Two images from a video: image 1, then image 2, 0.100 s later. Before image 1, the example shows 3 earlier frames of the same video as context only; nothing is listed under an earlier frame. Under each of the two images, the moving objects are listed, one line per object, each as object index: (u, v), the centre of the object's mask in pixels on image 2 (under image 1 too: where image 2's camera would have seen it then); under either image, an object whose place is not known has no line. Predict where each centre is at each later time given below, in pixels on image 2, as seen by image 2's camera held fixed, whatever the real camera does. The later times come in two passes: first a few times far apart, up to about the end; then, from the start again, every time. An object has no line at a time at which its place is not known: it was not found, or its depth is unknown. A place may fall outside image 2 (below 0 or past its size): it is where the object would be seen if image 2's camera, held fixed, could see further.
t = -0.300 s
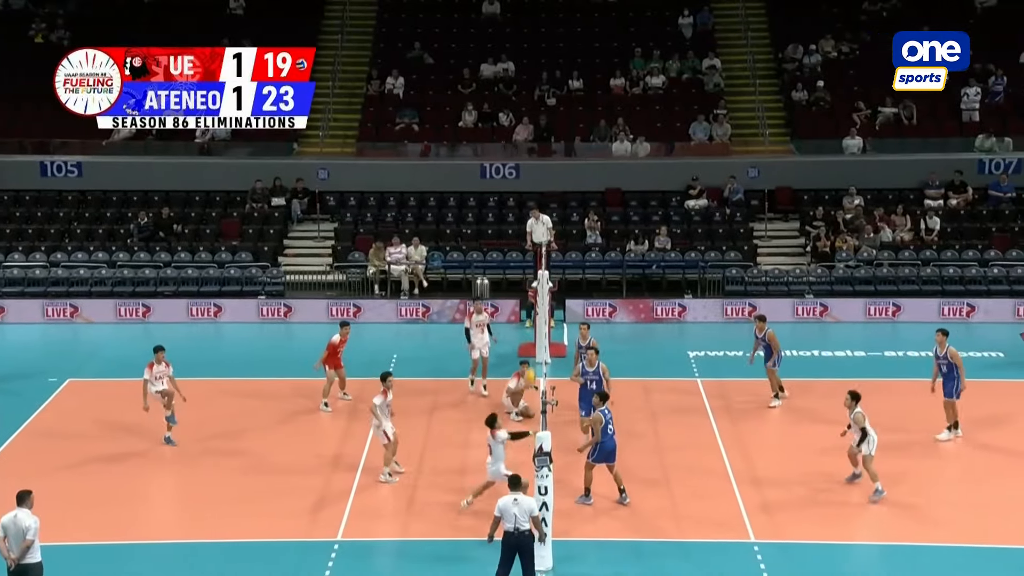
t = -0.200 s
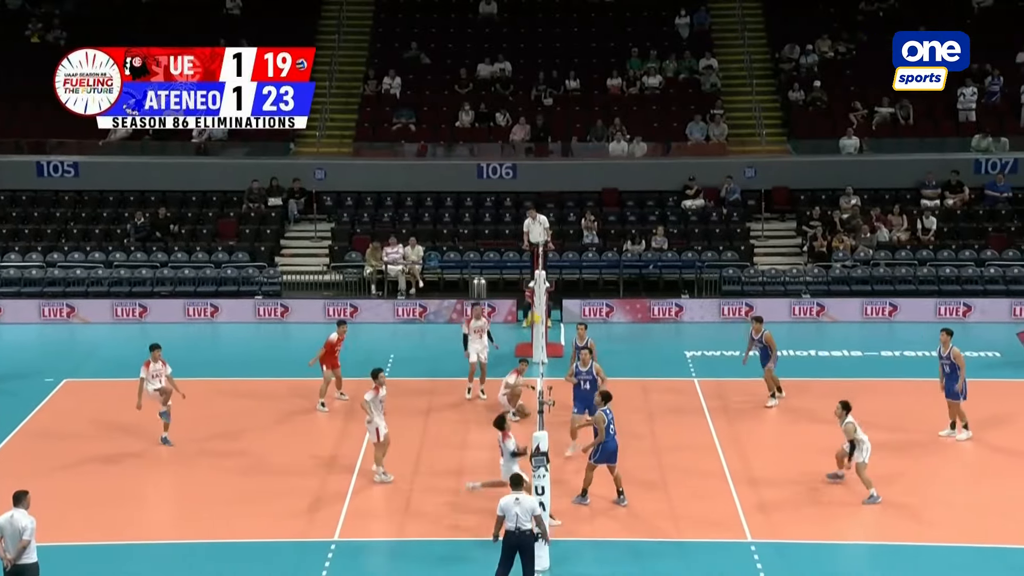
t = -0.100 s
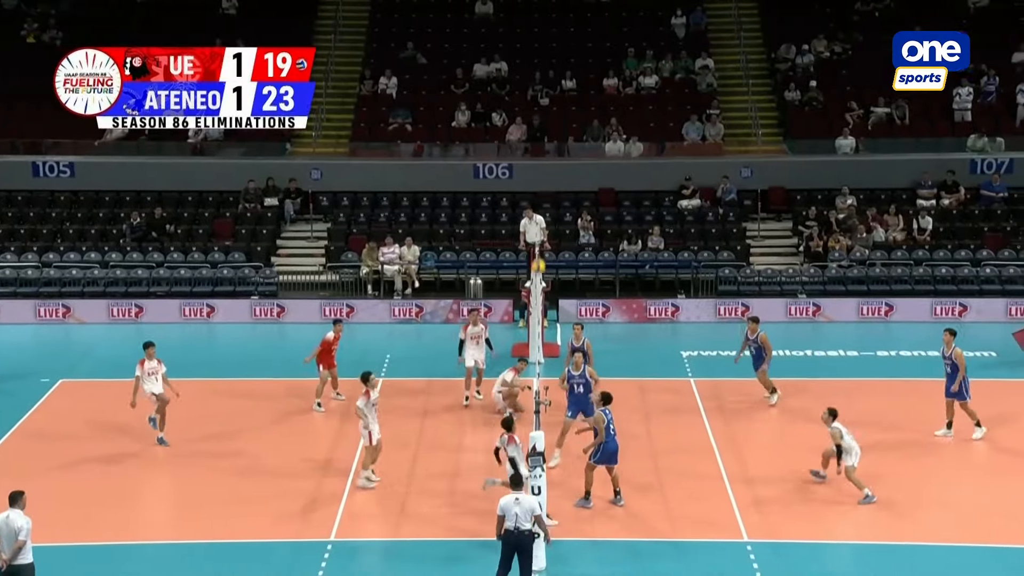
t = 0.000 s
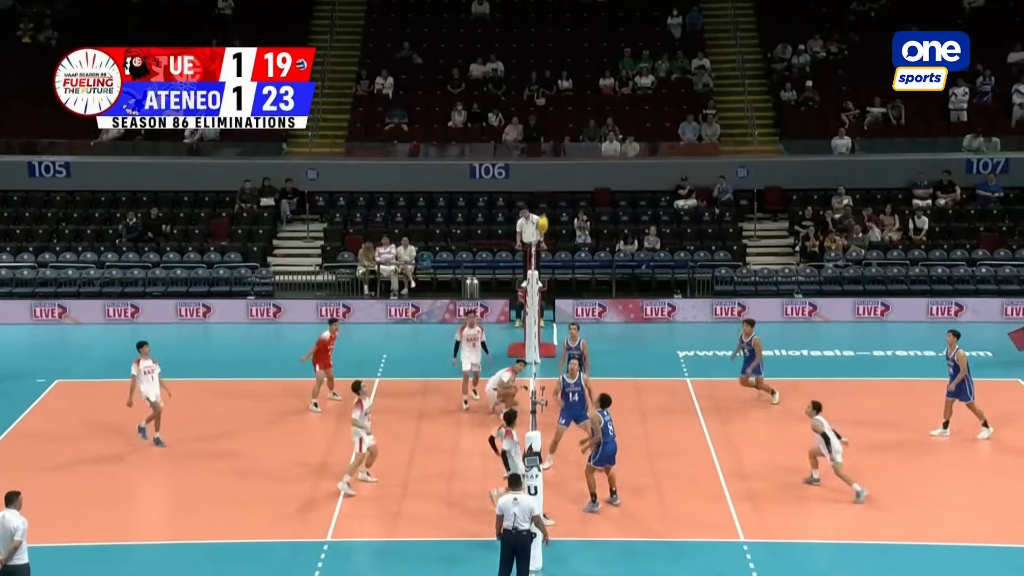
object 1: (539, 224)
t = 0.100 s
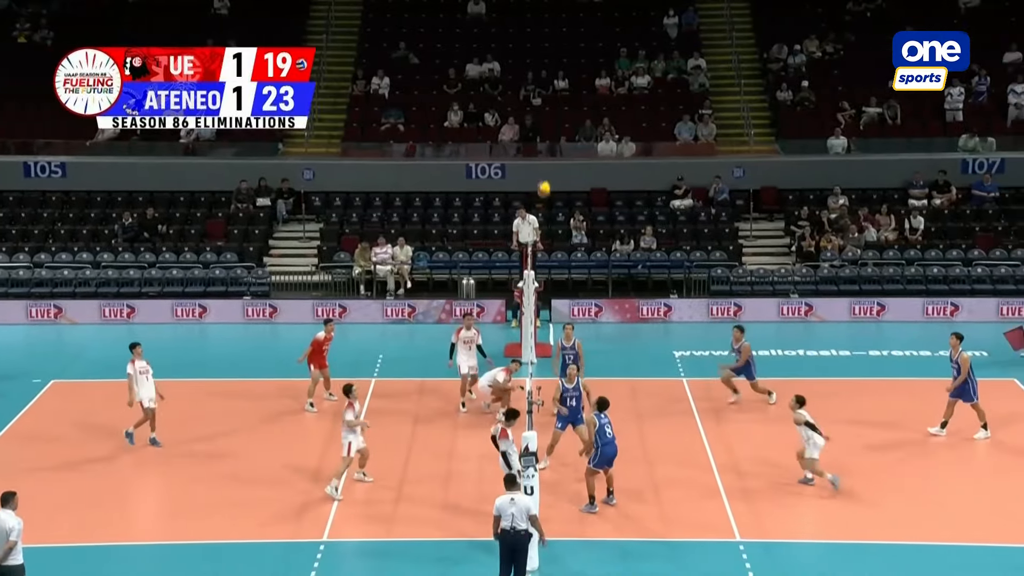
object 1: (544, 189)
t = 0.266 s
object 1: (553, 146)
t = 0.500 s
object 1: (566, 116)
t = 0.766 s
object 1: (579, 123)
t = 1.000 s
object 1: (590, 162)
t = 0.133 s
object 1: (546, 178)
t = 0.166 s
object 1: (548, 169)
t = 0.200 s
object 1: (550, 161)
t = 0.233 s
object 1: (552, 153)
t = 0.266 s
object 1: (553, 146)
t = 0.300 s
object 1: (555, 139)
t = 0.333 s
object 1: (557, 133)
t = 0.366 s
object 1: (559, 129)
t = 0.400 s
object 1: (560, 125)
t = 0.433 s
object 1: (562, 121)
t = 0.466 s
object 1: (564, 119)
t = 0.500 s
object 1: (566, 116)
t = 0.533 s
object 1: (567, 115)
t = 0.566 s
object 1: (569, 114)
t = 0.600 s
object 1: (571, 114)
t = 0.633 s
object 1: (572, 114)
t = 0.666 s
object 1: (574, 115)
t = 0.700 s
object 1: (576, 117)
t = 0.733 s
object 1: (578, 120)
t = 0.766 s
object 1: (579, 123)
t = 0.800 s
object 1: (581, 127)
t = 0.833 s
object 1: (582, 131)
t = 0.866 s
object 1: (583, 136)
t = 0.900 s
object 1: (586, 142)
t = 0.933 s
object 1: (587, 148)
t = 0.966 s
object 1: (588, 154)
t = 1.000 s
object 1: (590, 162)
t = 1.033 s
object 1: (592, 169)
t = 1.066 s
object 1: (593, 178)
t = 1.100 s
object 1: (594, 186)
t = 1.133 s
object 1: (596, 196)
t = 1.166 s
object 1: (597, 205)
